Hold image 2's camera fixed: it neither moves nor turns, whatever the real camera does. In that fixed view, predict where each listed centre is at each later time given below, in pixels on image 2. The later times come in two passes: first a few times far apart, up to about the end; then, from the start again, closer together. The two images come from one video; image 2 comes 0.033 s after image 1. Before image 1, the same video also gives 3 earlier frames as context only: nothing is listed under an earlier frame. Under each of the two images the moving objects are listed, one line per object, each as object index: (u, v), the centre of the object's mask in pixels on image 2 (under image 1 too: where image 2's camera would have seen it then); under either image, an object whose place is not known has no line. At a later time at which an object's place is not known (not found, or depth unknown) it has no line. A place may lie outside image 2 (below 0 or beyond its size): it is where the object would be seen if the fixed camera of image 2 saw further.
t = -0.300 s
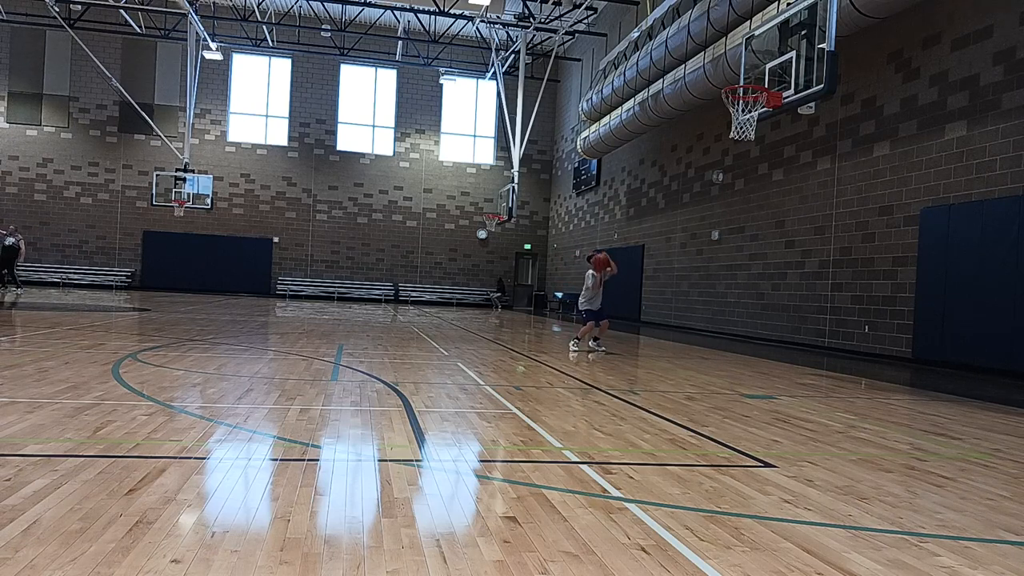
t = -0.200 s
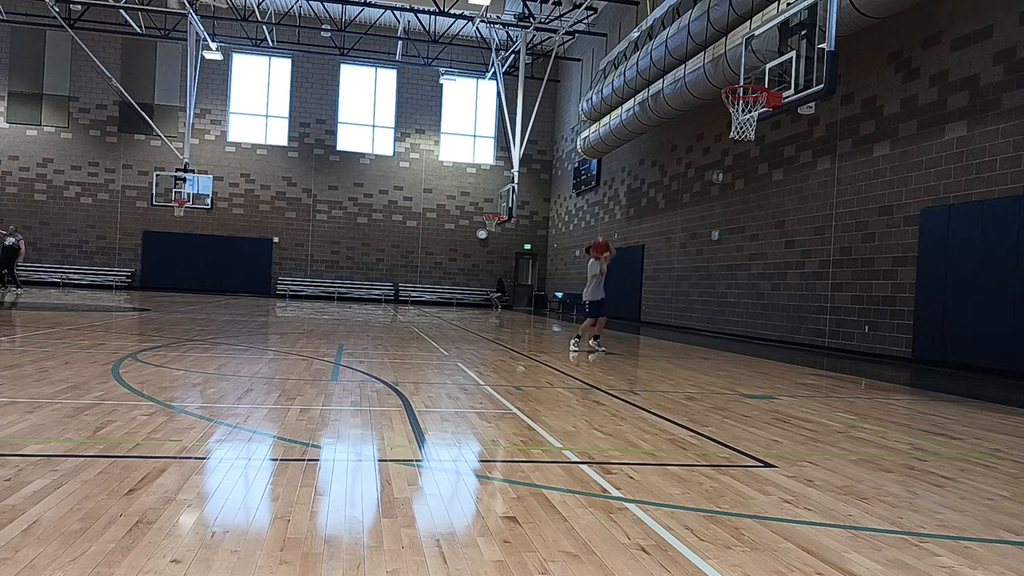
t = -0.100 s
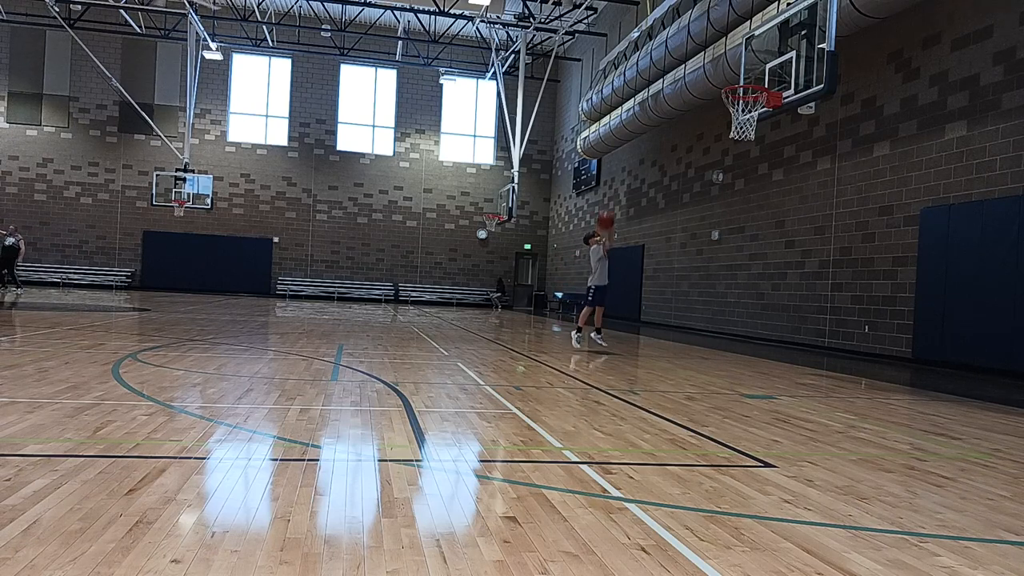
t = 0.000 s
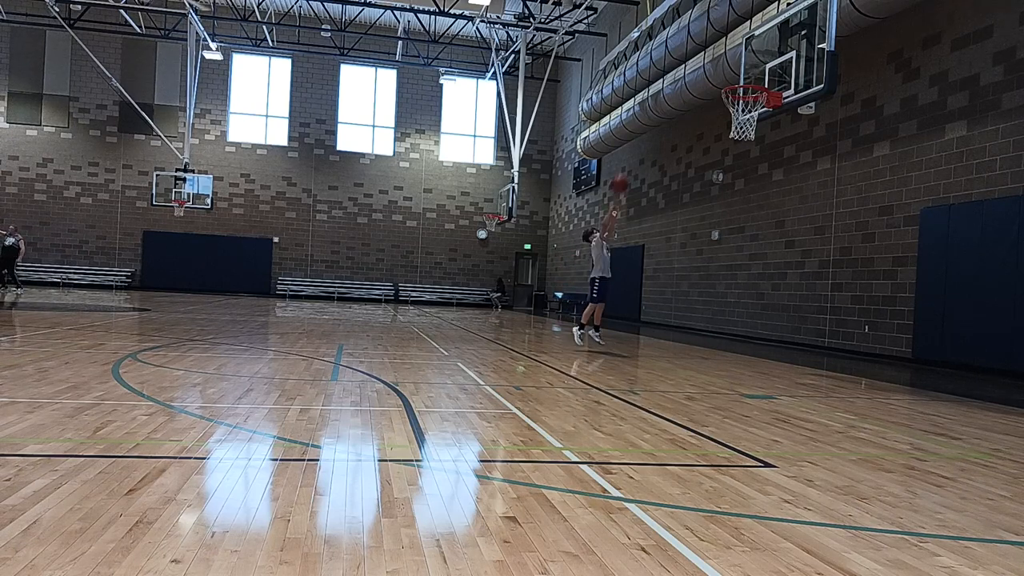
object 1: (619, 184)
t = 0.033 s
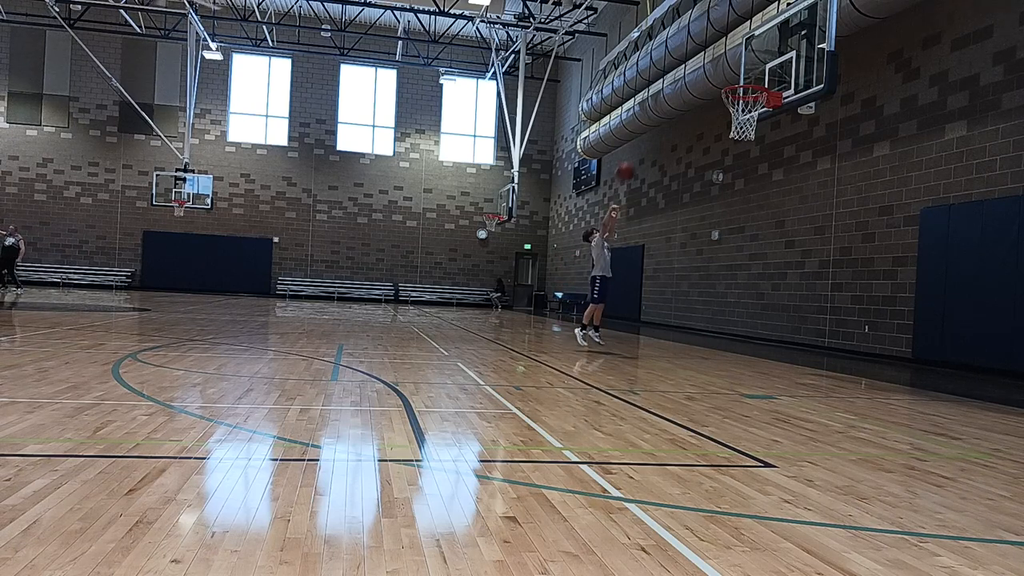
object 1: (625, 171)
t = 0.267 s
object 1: (669, 106)
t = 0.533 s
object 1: (721, 78)
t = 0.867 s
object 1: (733, 139)
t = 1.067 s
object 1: (708, 226)
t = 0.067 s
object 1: (631, 161)
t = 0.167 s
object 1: (650, 130)
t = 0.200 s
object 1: (657, 120)
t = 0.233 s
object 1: (663, 114)
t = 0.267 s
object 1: (669, 106)
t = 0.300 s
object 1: (676, 99)
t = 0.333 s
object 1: (682, 94)
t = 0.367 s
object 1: (689, 89)
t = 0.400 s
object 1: (695, 86)
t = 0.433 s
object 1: (701, 82)
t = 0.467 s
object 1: (708, 80)
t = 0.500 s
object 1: (715, 79)
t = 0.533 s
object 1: (721, 78)
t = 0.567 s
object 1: (727, 78)
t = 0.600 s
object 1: (735, 78)
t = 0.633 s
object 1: (742, 79)
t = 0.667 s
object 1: (748, 80)
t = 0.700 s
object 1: (756, 81)
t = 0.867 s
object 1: (733, 139)
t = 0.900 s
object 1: (730, 152)
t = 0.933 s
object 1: (726, 164)
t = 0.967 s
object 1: (721, 178)
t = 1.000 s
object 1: (716, 194)
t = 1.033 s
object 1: (712, 210)
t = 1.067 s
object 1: (708, 226)
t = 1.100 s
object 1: (702, 245)
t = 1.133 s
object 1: (699, 263)
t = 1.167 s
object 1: (694, 283)
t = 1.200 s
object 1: (688, 303)
